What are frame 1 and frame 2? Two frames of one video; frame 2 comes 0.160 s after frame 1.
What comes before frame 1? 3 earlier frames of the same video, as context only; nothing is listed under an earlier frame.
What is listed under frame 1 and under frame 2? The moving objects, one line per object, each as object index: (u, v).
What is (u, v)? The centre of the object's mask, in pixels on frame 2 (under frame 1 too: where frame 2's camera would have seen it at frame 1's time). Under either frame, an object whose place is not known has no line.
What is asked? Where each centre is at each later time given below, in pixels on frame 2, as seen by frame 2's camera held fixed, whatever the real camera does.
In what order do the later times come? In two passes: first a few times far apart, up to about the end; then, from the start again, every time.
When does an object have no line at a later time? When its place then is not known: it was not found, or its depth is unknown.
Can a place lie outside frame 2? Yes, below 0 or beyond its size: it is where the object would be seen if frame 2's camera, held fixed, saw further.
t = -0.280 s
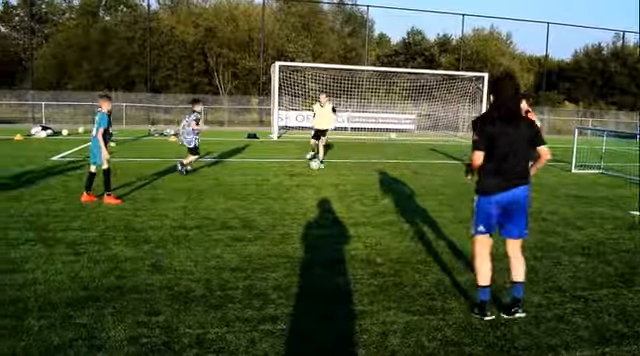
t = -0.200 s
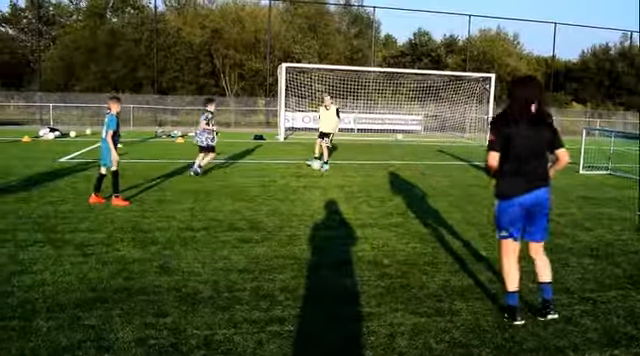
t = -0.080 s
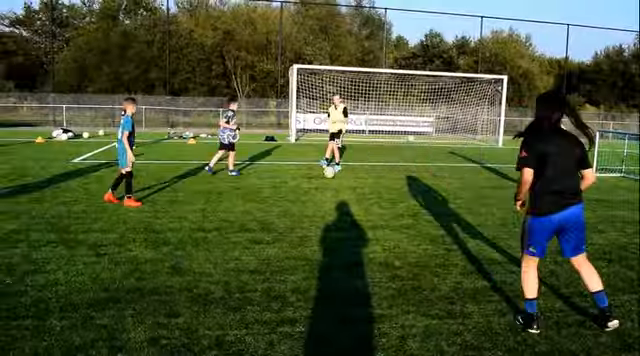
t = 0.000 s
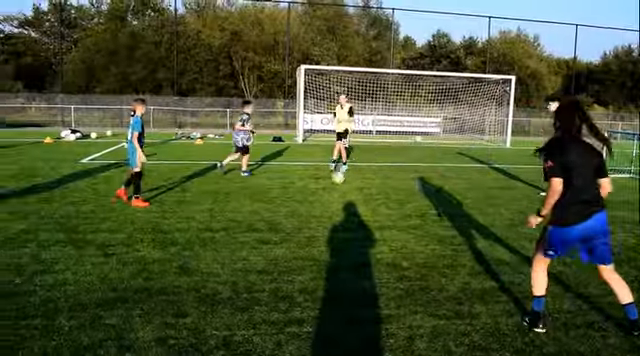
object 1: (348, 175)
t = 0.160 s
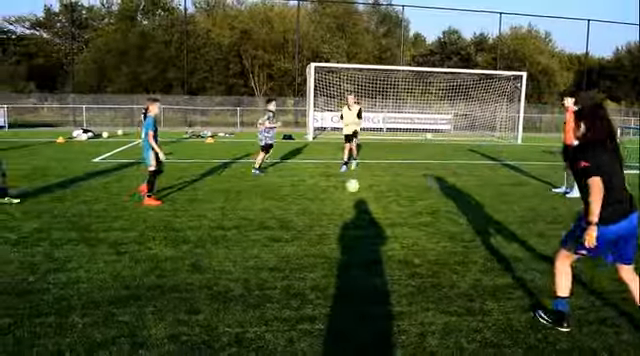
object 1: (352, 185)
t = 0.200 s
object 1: (353, 187)
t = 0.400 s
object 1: (357, 202)
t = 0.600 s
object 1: (361, 220)
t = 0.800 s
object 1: (366, 246)
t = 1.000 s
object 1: (373, 279)
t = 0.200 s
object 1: (353, 187)
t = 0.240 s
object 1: (354, 191)
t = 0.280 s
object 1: (355, 193)
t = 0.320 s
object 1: (355, 196)
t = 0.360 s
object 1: (356, 199)
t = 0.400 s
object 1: (357, 202)
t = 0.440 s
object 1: (358, 206)
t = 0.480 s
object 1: (358, 209)
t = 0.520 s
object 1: (359, 212)
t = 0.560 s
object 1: (360, 216)
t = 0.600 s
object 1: (361, 220)
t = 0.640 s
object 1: (361, 224)
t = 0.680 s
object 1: (362, 230)
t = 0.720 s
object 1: (363, 233)
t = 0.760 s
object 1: (364, 239)
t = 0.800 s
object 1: (366, 246)
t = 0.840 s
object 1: (367, 250)
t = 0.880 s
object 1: (368, 257)
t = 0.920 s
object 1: (369, 265)
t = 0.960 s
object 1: (371, 272)
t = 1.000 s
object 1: (373, 279)
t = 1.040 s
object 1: (374, 289)
